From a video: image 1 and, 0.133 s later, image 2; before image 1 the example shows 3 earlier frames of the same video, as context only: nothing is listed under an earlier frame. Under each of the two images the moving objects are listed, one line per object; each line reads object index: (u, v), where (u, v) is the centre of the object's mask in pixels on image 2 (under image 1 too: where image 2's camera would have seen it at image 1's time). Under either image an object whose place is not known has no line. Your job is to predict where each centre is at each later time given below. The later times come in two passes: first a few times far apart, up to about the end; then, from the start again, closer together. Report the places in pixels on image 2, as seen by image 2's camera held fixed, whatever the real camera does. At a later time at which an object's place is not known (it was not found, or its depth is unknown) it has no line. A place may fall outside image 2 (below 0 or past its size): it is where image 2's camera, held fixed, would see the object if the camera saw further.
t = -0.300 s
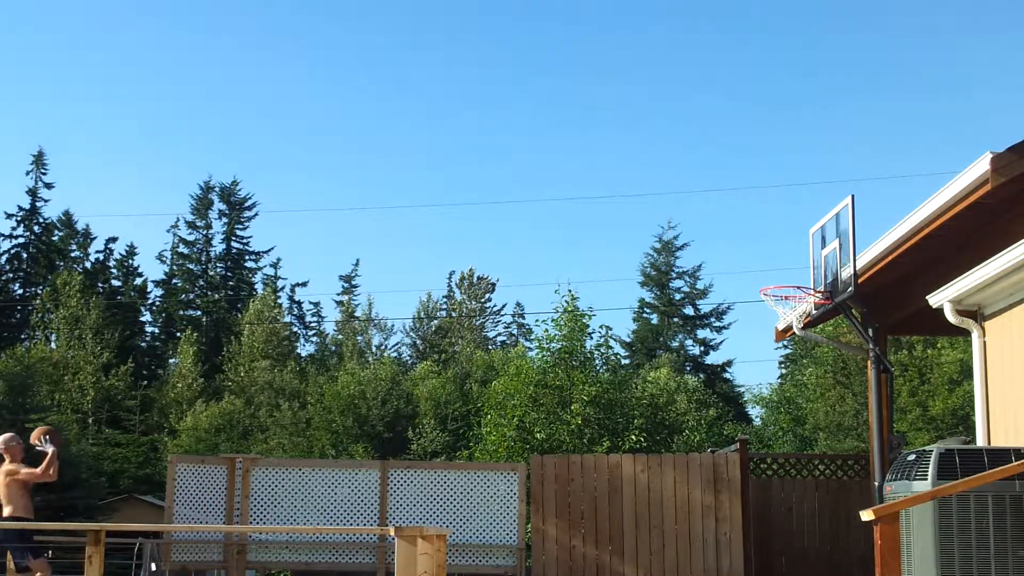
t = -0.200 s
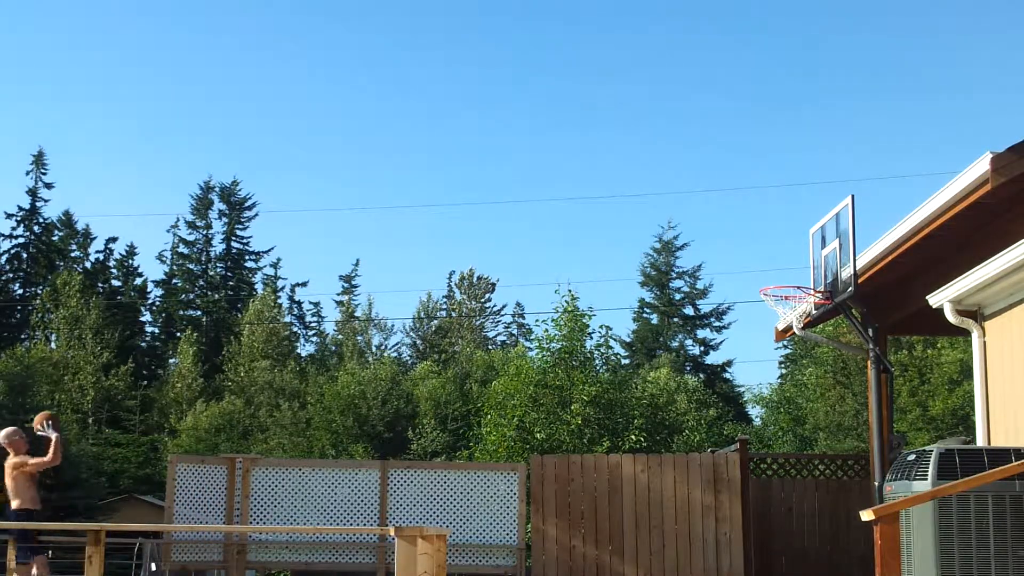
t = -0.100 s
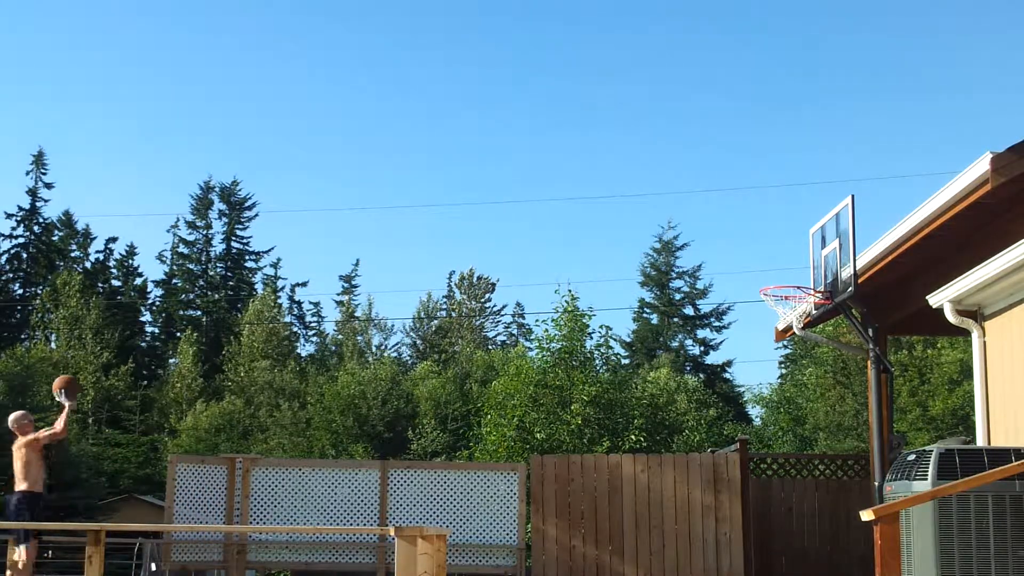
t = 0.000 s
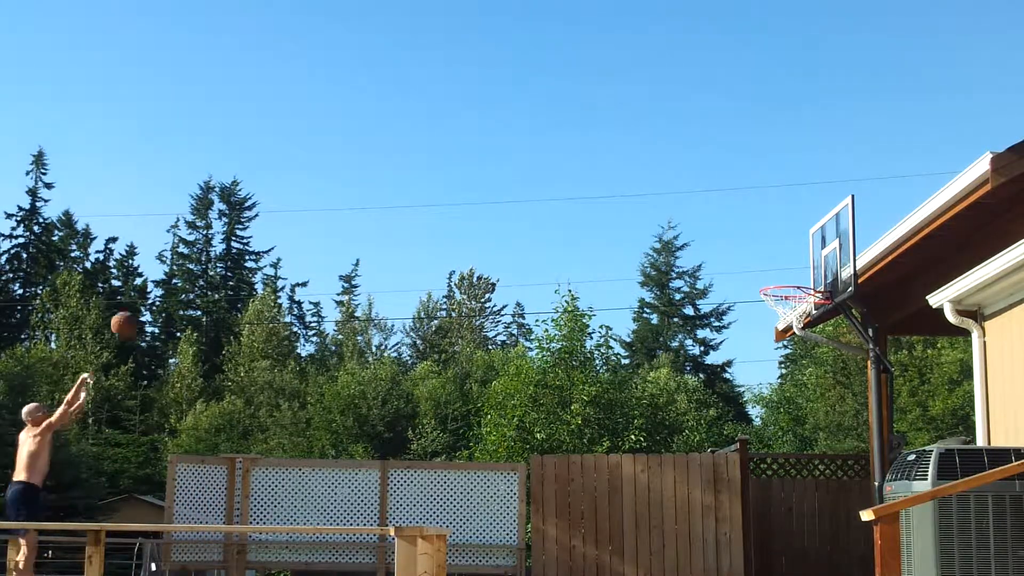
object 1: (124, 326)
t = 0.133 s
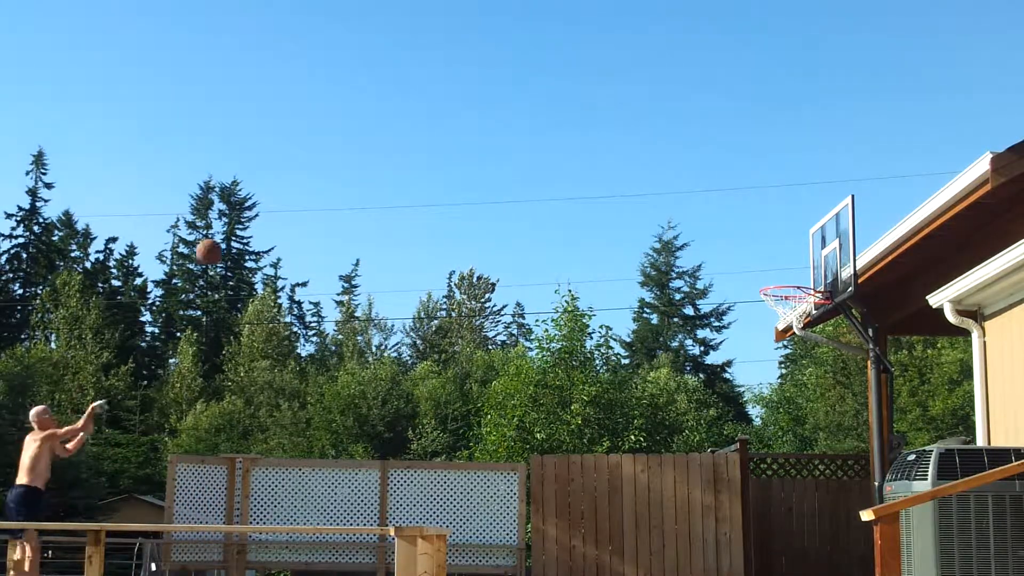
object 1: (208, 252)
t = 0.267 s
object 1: (292, 199)
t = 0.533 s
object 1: (452, 148)
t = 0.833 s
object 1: (631, 179)
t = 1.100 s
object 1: (793, 290)
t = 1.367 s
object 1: (779, 303)
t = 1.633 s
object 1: (789, 367)
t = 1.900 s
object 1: (800, 505)
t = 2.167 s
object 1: (807, 571)
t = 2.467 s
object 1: (802, 466)
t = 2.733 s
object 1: (800, 449)
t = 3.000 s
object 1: (795, 506)
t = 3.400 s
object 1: (791, 568)
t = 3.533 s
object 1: (787, 534)
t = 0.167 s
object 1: (230, 237)
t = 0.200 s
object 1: (251, 223)
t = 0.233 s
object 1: (272, 211)
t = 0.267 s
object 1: (292, 199)
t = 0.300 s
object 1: (313, 189)
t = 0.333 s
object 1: (333, 179)
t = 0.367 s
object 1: (353, 171)
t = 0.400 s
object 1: (373, 164)
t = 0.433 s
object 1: (393, 158)
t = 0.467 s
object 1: (412, 154)
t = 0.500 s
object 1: (432, 150)
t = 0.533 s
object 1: (452, 148)
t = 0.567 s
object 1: (472, 147)
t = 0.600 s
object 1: (492, 147)
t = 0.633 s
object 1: (512, 148)
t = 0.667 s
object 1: (532, 150)
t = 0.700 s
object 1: (552, 153)
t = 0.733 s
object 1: (572, 158)
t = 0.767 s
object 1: (592, 164)
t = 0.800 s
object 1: (611, 171)
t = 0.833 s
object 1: (631, 179)
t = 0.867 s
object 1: (651, 188)
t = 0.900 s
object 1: (671, 199)
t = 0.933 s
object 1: (692, 211)
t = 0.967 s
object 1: (712, 224)
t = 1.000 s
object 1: (733, 238)
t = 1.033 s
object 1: (753, 254)
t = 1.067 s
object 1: (773, 271)
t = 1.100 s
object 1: (793, 290)
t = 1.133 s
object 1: (793, 297)
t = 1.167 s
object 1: (791, 305)
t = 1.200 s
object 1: (784, 303)
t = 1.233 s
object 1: (780, 296)
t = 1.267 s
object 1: (779, 300)
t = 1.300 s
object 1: (779, 298)
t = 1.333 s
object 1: (777, 301)
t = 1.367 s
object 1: (779, 303)
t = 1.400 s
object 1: (779, 305)
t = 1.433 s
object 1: (780, 309)
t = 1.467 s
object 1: (780, 321)
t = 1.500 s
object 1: (782, 330)
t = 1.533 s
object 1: (783, 336)
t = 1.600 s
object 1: (787, 354)
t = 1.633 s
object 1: (789, 367)
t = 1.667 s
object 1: (789, 379)
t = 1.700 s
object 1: (790, 394)
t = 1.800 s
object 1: (797, 444)
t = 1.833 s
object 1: (798, 463)
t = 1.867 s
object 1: (798, 482)
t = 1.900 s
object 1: (800, 505)
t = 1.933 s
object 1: (802, 529)
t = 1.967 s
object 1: (805, 554)
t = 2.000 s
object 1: (806, 571)
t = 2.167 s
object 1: (807, 571)
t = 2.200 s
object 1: (808, 563)
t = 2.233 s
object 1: (806, 546)
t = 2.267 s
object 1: (806, 530)
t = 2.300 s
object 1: (805, 517)
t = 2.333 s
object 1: (805, 504)
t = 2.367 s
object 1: (804, 493)
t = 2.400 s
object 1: (803, 483)
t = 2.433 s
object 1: (803, 475)
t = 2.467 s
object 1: (802, 466)
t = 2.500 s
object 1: (802, 461)
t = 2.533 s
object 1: (802, 456)
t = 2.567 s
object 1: (801, 452)
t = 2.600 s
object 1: (801, 449)
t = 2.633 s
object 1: (801, 448)
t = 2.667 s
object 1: (801, 448)
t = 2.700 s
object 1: (800, 448)
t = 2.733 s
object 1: (800, 449)
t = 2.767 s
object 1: (799, 451)
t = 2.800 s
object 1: (799, 457)
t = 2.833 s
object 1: (799, 462)
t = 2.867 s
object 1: (799, 468)
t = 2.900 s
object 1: (798, 476)
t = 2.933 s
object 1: (795, 484)
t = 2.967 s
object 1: (795, 494)
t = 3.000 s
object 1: (795, 506)
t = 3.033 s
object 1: (794, 518)
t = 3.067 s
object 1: (795, 532)
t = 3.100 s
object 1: (795, 547)
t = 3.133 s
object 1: (794, 563)
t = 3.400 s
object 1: (791, 568)
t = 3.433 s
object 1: (790, 560)
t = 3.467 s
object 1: (789, 551)
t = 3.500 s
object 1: (788, 542)
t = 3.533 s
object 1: (787, 534)
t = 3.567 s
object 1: (786, 527)
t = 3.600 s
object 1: (786, 522)
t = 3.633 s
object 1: (785, 518)
